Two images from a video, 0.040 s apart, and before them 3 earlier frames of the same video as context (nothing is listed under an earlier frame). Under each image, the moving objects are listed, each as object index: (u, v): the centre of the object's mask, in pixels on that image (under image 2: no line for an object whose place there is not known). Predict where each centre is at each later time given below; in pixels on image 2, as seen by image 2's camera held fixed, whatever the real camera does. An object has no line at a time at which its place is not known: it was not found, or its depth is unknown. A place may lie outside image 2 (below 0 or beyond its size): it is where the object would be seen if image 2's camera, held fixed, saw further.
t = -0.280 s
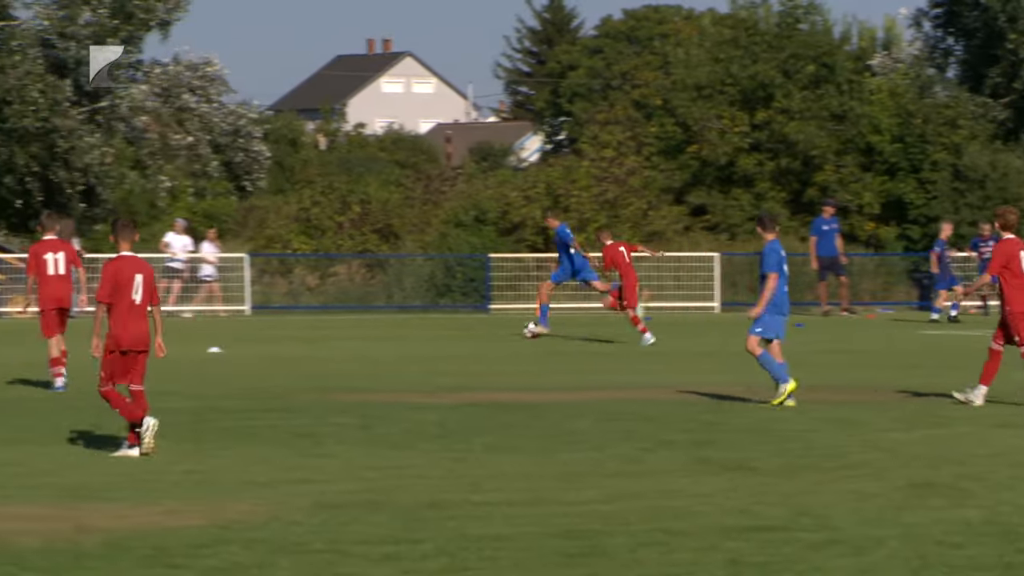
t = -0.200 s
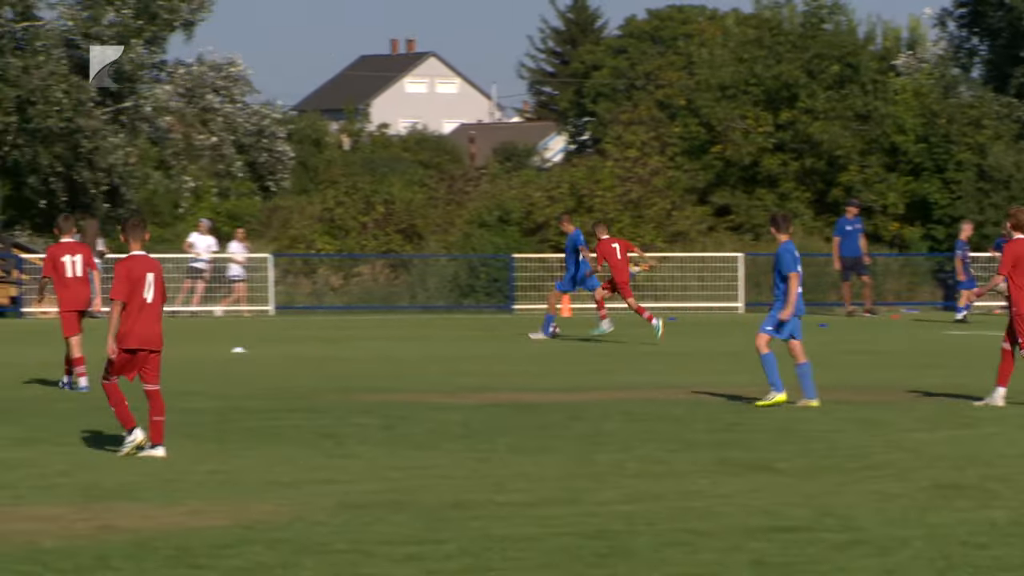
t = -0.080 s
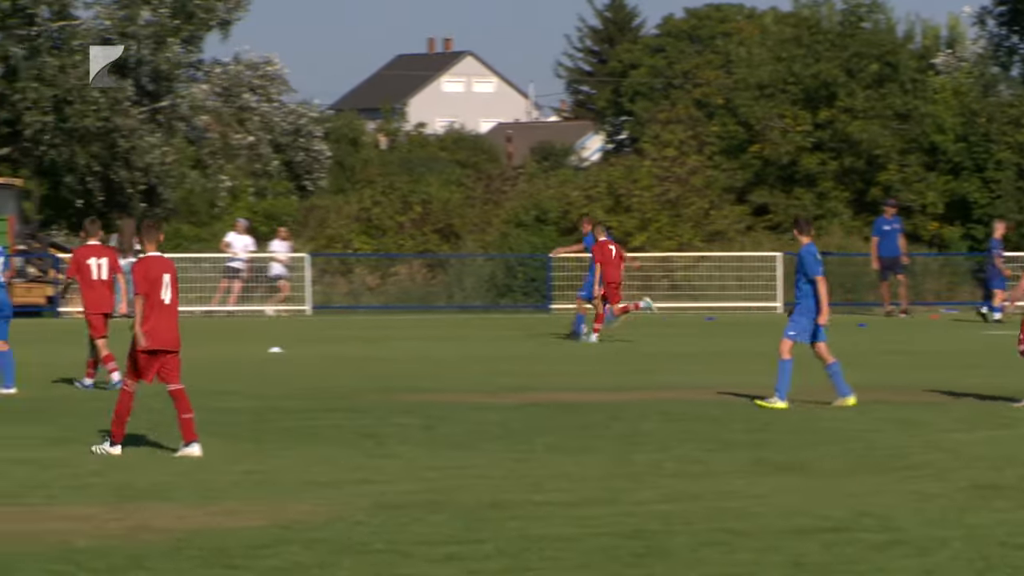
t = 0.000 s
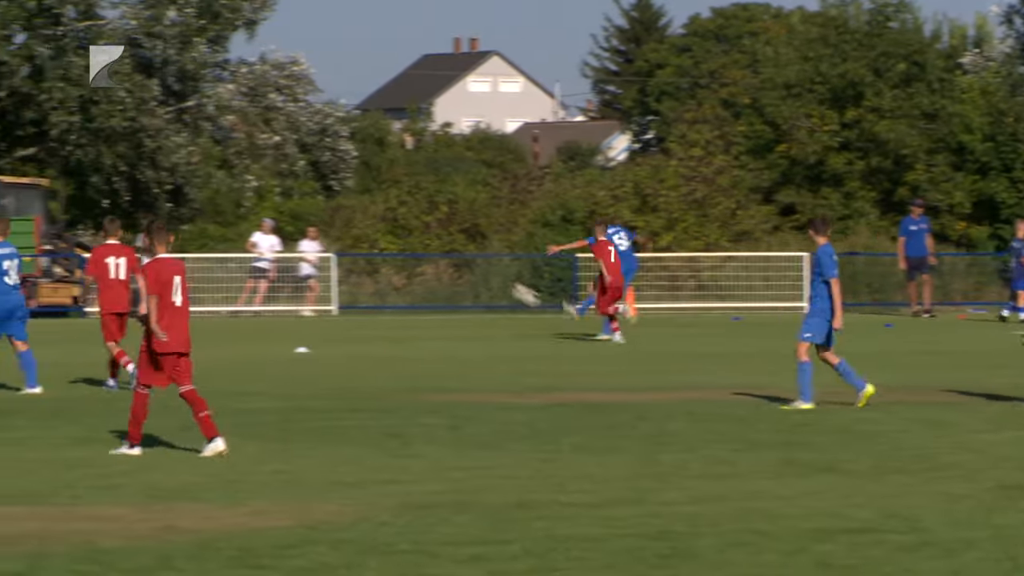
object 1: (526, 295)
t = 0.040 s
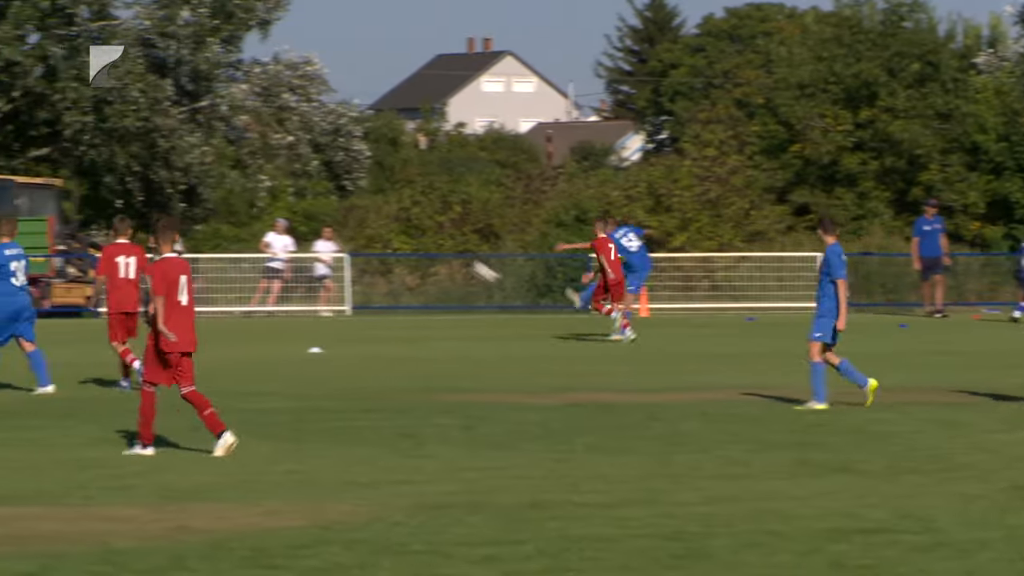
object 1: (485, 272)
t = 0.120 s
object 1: (380, 229)
